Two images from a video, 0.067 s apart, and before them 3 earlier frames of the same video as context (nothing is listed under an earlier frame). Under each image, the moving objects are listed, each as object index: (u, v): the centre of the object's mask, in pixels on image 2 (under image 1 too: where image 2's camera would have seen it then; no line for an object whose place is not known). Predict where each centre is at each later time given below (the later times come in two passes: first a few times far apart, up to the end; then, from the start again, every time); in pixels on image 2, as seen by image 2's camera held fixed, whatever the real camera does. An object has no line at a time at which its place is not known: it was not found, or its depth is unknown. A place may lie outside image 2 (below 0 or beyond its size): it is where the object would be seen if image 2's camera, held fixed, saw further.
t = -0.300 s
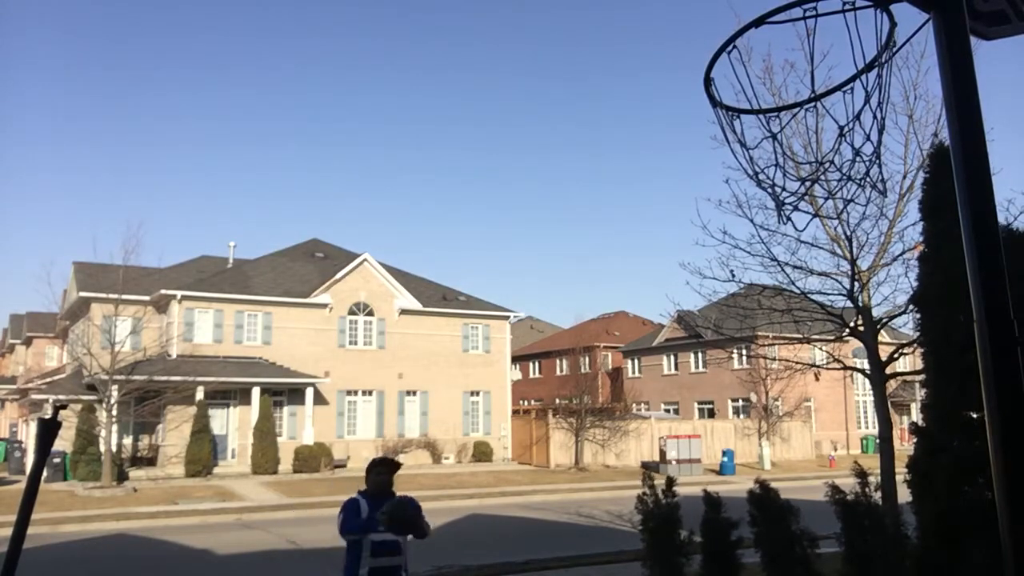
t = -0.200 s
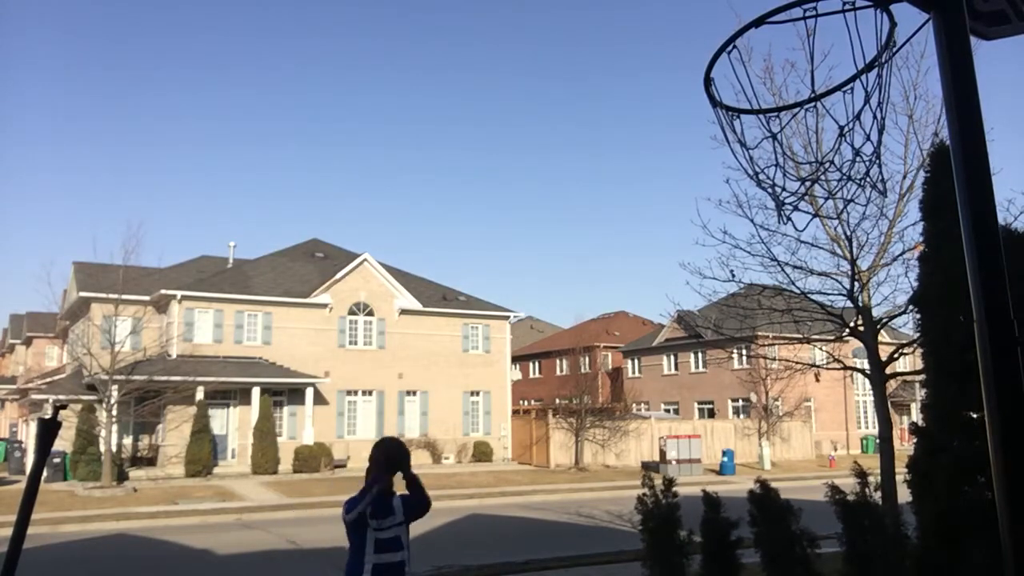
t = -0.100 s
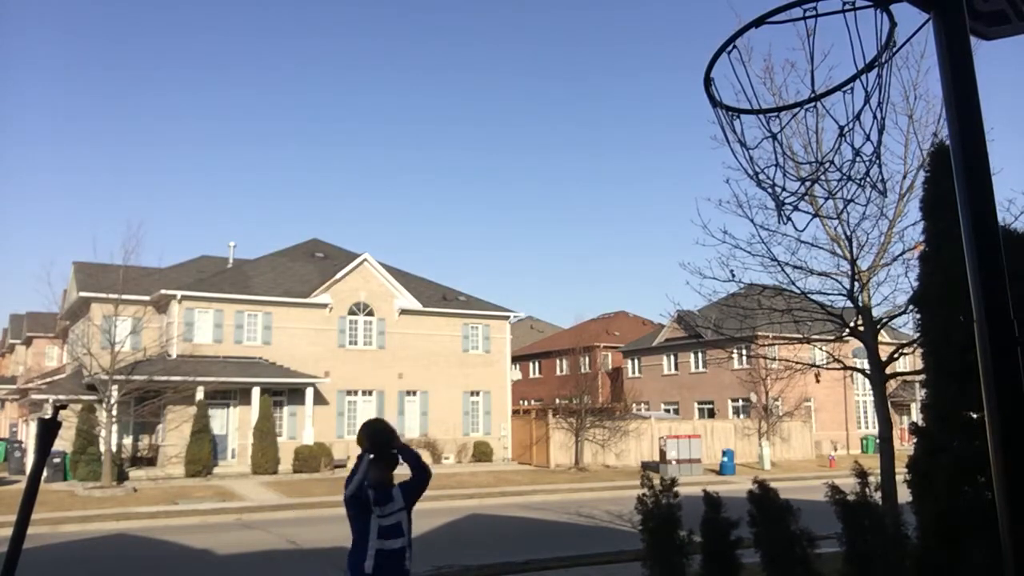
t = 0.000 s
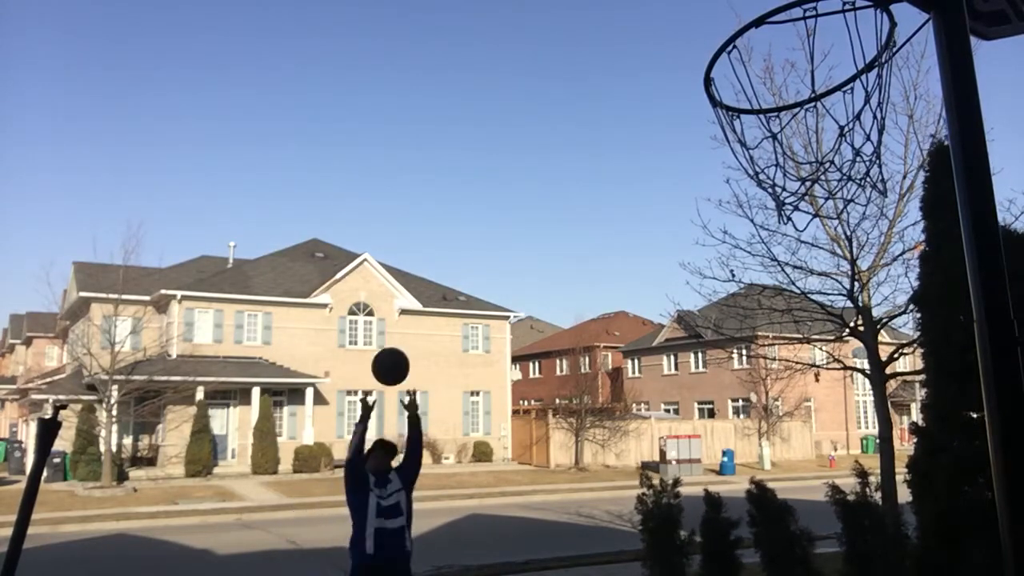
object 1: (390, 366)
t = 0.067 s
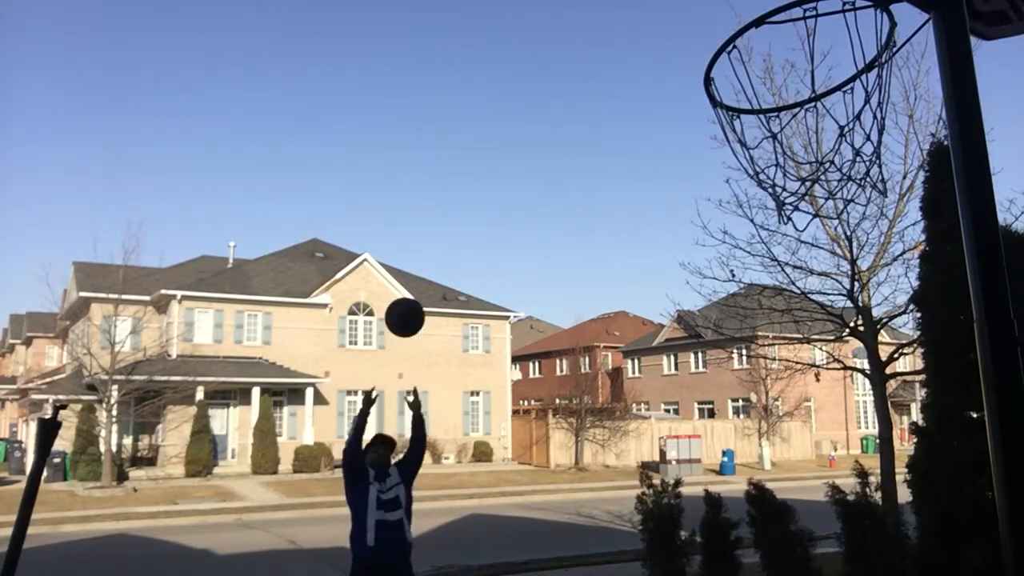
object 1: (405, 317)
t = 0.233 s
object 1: (446, 208)
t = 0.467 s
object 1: (533, 99)
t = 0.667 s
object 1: (659, 71)
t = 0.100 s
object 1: (412, 293)
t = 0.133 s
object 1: (420, 271)
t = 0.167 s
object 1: (428, 249)
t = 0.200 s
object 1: (437, 228)
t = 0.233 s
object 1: (446, 208)
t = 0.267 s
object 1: (456, 189)
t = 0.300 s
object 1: (467, 171)
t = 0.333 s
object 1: (479, 154)
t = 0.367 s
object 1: (491, 138)
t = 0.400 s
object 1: (504, 124)
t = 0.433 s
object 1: (518, 110)
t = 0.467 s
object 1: (533, 99)
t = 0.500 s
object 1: (549, 89)
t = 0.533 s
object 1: (567, 81)
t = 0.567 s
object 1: (587, 74)
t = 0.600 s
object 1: (608, 70)
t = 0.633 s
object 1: (633, 69)
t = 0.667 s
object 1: (659, 71)
